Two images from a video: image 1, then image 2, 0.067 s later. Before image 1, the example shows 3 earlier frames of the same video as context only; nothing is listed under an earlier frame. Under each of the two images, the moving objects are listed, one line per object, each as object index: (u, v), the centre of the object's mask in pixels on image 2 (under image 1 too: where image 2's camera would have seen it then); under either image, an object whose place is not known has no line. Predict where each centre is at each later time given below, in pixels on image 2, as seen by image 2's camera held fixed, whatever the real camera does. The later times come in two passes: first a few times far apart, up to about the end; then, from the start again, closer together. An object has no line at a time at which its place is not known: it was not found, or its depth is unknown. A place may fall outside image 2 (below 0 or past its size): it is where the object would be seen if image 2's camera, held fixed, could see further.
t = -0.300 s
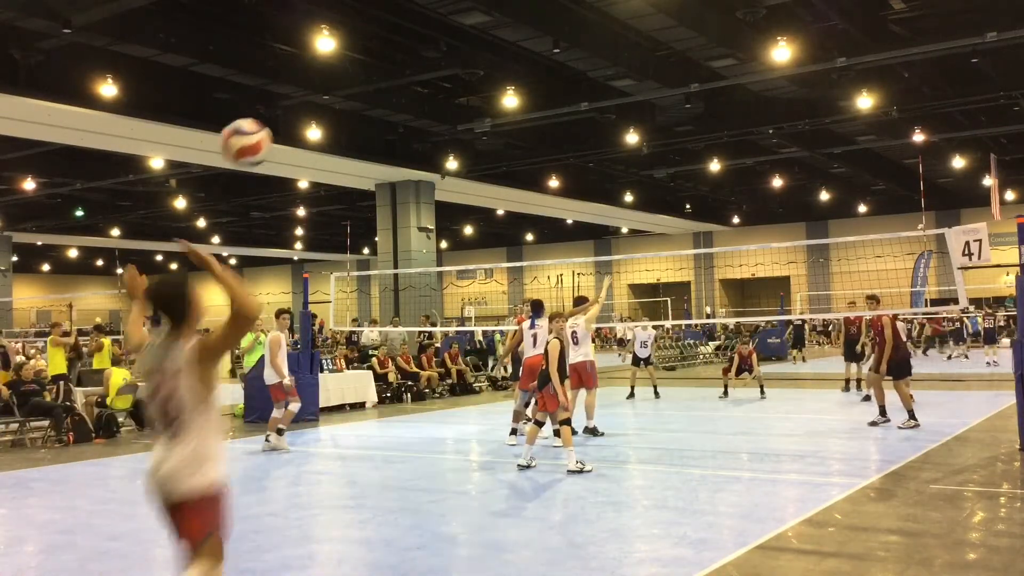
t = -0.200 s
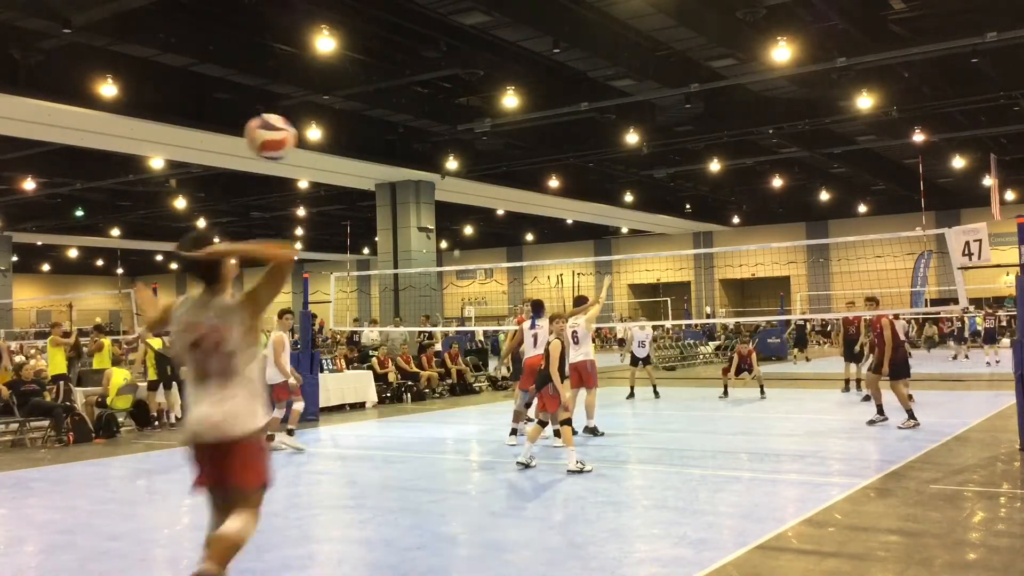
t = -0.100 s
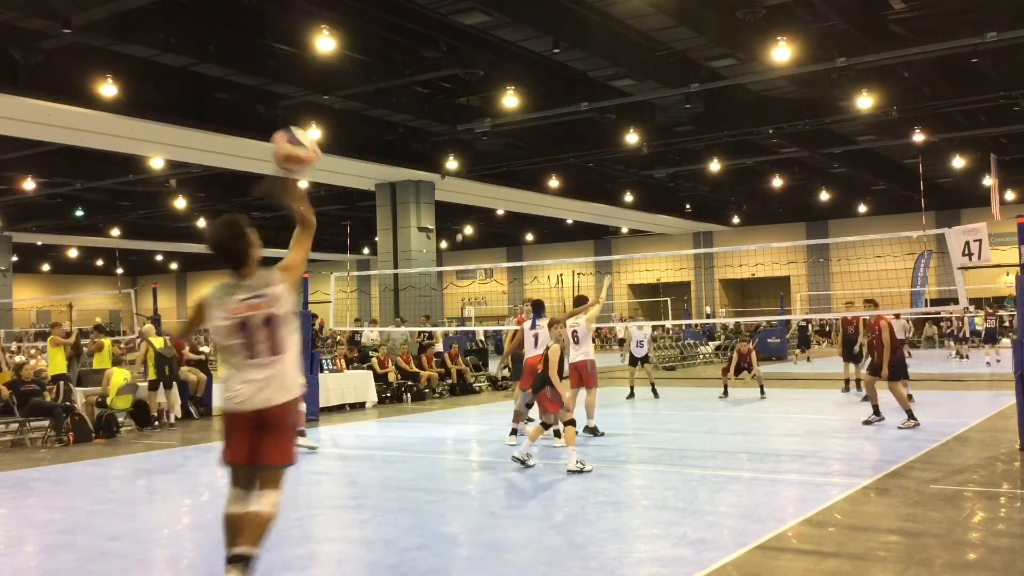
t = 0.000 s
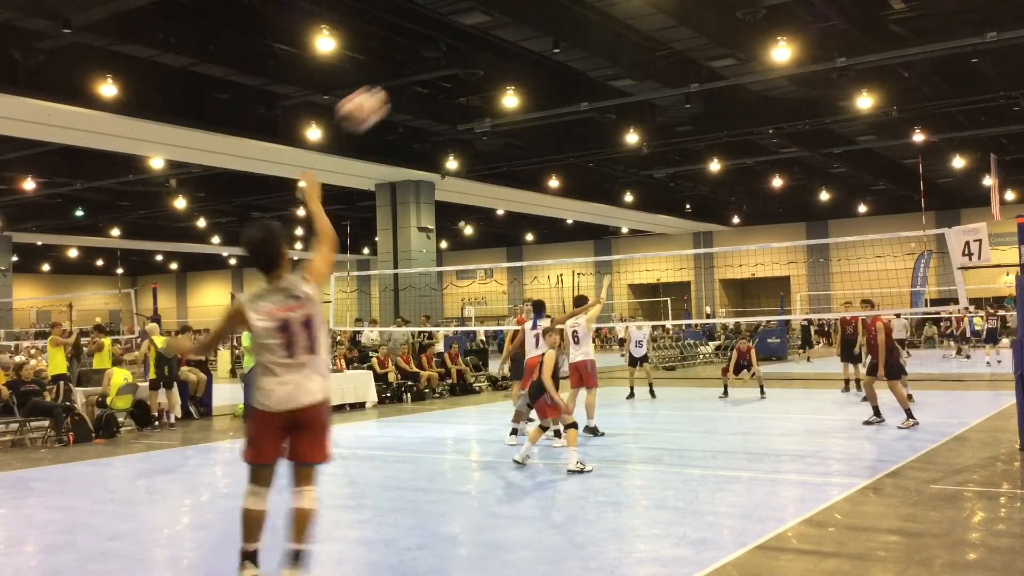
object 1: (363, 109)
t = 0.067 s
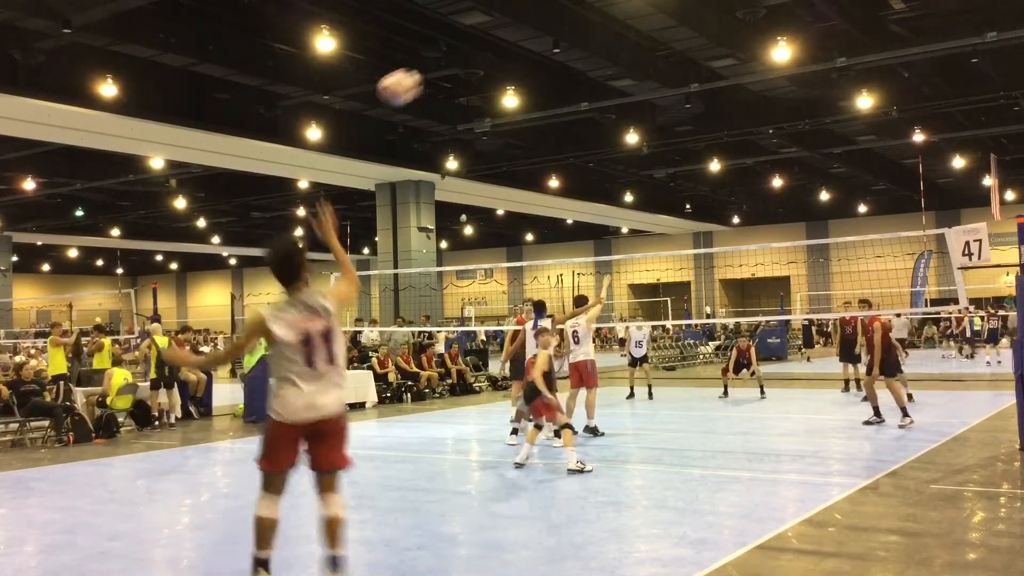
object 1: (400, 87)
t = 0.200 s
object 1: (455, 70)
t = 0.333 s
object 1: (495, 79)
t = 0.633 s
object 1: (552, 152)
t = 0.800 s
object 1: (575, 203)
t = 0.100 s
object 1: (416, 80)
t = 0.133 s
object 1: (430, 75)
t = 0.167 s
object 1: (443, 71)
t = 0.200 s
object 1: (455, 70)
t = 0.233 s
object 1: (466, 70)
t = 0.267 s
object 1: (477, 72)
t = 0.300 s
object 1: (486, 75)
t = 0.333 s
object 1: (495, 79)
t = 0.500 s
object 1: (532, 114)
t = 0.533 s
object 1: (537, 122)
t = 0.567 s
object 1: (542, 132)
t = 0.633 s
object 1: (552, 152)
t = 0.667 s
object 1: (557, 162)
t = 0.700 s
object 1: (562, 172)
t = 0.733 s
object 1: (566, 183)
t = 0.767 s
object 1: (570, 193)
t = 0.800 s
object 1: (575, 203)
